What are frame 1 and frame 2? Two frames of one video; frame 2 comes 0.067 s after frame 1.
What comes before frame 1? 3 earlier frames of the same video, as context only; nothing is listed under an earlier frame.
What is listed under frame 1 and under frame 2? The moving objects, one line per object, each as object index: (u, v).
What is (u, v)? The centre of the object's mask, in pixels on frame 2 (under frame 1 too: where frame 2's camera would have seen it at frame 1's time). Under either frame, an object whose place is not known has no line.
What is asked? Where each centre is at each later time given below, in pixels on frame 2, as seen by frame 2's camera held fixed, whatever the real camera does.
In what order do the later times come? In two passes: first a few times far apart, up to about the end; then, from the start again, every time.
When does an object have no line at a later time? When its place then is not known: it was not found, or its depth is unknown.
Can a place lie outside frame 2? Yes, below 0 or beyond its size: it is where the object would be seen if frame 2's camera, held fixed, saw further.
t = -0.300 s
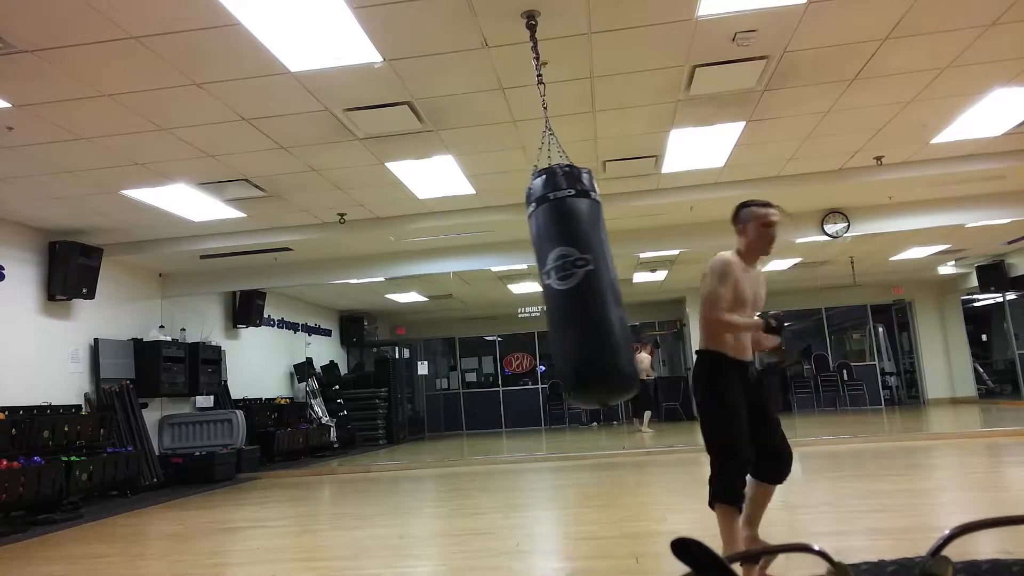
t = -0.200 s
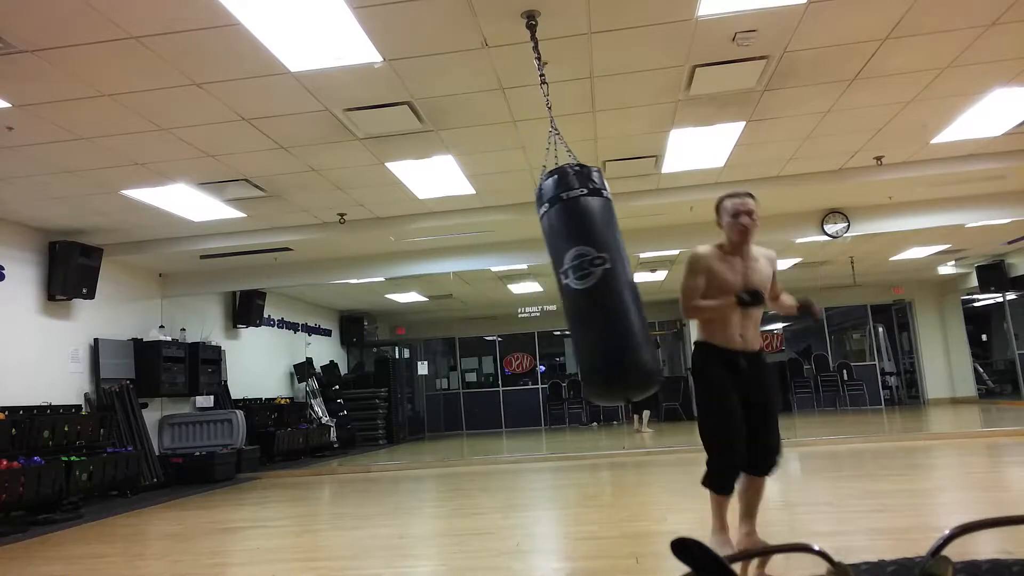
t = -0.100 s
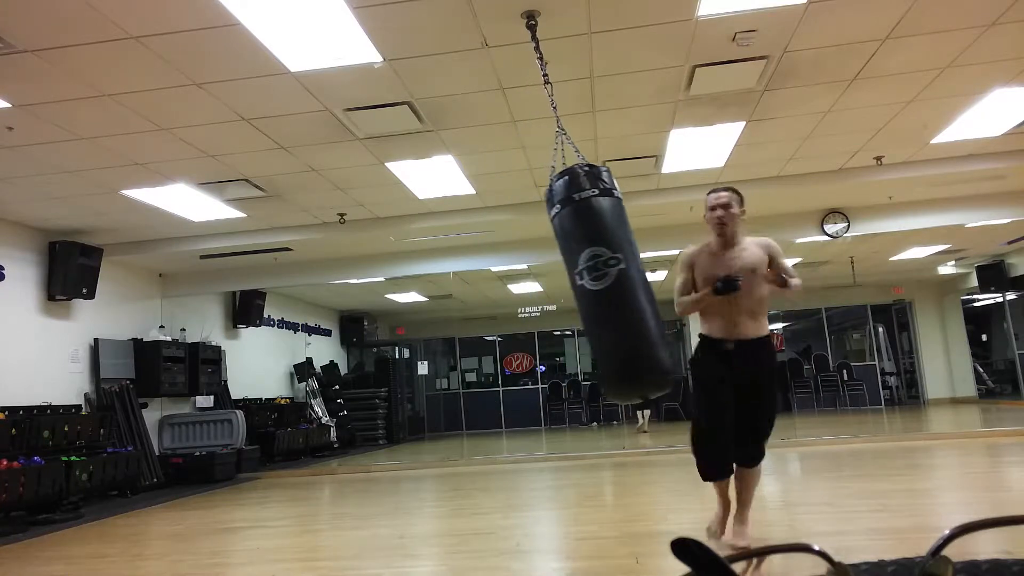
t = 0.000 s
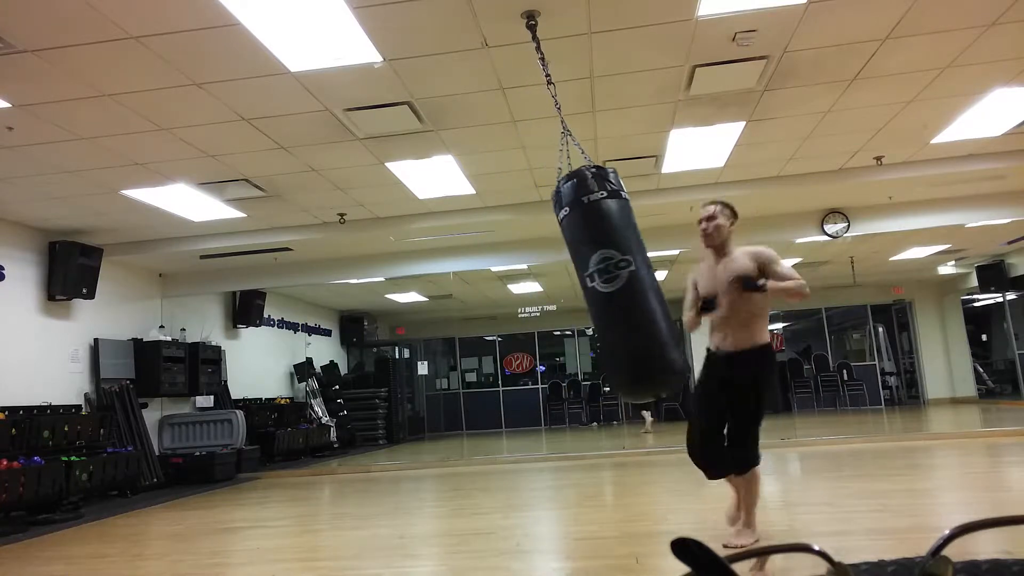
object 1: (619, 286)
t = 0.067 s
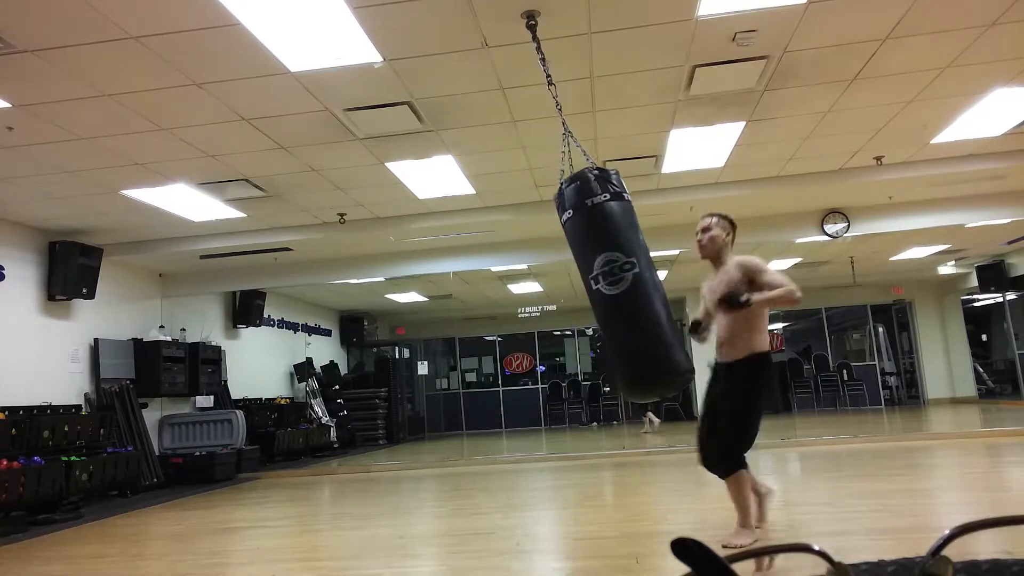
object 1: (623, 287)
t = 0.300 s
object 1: (619, 291)
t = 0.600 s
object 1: (587, 298)
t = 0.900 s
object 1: (540, 301)
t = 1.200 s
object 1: (501, 301)
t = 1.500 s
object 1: (486, 302)
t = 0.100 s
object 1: (624, 288)
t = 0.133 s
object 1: (624, 289)
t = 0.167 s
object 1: (624, 289)
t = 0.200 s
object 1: (623, 290)
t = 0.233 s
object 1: (622, 290)
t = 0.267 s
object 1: (621, 290)
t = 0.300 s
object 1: (619, 291)
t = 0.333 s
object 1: (617, 292)
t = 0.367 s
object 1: (615, 293)
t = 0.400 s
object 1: (611, 293)
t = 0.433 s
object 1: (608, 294)
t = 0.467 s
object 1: (604, 294)
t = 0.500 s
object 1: (600, 295)
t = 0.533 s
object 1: (596, 297)
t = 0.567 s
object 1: (591, 297)
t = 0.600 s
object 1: (587, 298)
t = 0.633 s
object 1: (581, 298)
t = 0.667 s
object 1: (577, 299)
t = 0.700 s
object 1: (572, 300)
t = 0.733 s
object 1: (567, 300)
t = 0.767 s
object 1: (562, 301)
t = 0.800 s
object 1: (556, 301)
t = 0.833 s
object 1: (550, 301)
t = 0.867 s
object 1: (545, 301)
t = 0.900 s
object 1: (540, 301)
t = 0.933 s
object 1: (535, 301)
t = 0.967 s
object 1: (531, 302)
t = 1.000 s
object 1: (526, 301)
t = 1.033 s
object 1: (521, 300)
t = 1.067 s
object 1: (517, 302)
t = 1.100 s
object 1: (512, 301)
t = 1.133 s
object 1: (508, 301)
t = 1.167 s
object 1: (504, 301)
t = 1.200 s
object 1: (501, 301)
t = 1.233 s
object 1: (498, 301)
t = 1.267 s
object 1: (495, 302)
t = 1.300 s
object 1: (492, 302)
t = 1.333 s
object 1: (490, 301)
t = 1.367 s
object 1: (489, 301)
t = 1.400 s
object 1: (488, 301)
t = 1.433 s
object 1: (486, 302)
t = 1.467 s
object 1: (486, 302)
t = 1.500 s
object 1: (486, 302)
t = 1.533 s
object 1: (486, 302)
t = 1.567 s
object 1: (487, 301)
